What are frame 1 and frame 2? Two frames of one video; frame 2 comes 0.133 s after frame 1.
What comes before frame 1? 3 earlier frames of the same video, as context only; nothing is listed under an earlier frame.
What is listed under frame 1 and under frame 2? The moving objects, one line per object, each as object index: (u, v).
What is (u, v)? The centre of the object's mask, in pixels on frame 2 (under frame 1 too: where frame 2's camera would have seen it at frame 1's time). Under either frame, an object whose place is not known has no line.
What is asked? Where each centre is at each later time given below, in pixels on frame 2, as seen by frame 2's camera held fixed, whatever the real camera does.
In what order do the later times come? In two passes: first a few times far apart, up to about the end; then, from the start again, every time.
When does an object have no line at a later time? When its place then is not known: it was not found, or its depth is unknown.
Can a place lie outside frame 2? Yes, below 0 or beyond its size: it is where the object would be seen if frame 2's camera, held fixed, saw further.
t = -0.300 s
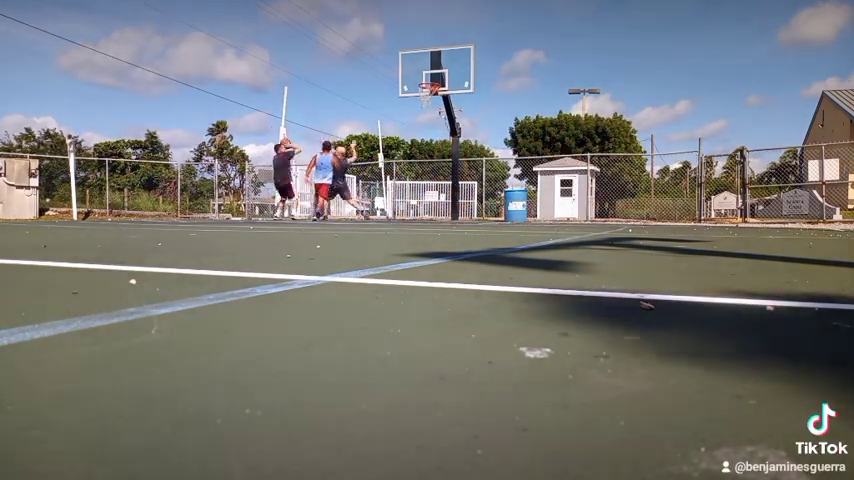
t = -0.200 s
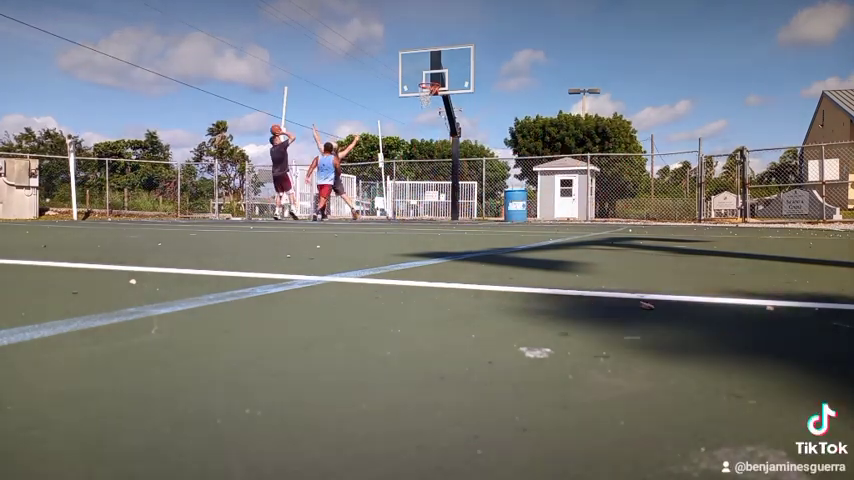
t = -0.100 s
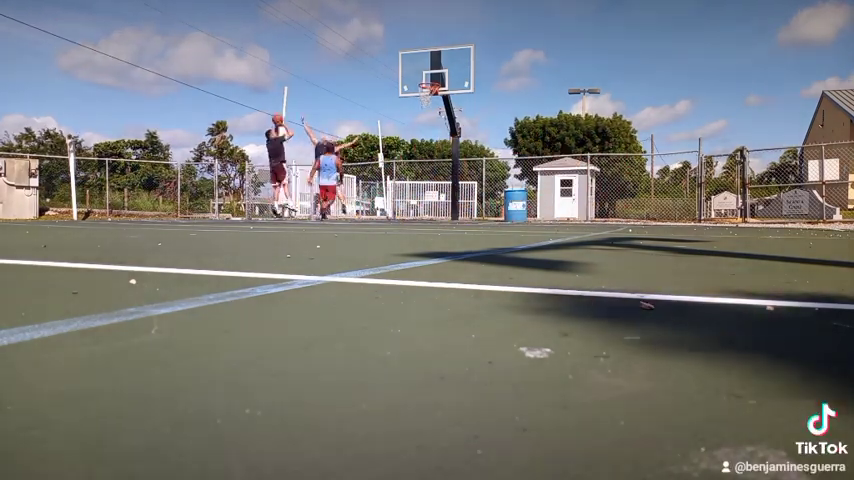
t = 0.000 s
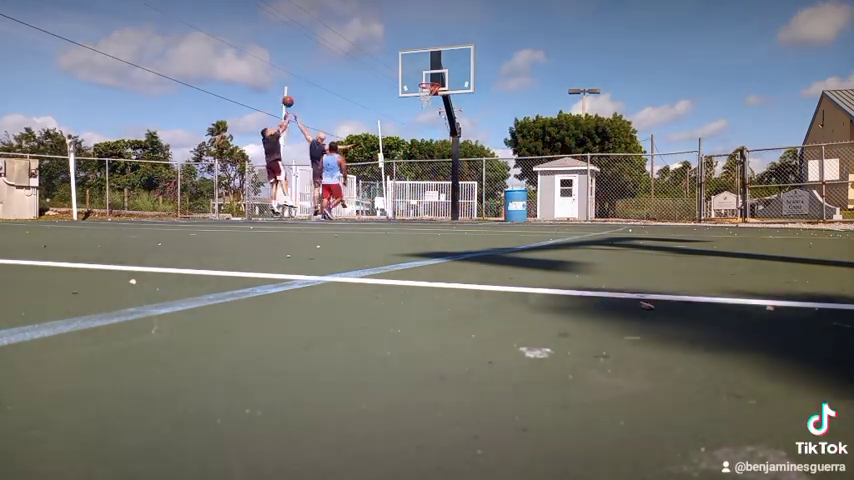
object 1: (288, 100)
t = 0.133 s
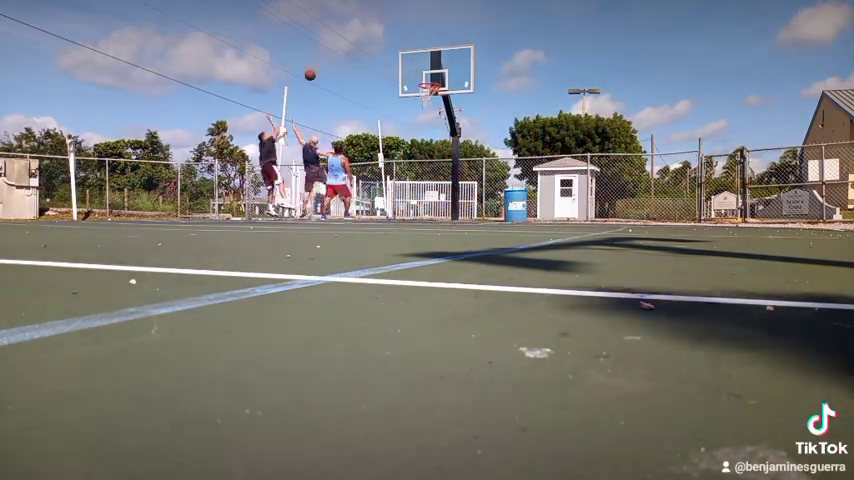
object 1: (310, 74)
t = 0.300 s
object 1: (337, 52)
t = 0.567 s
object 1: (379, 46)
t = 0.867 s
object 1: (424, 76)
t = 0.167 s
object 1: (315, 68)
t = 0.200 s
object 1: (321, 63)
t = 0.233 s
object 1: (326, 58)
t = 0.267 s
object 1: (332, 55)
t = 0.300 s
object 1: (337, 52)
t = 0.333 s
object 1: (343, 50)
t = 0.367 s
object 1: (348, 48)
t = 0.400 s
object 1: (353, 46)
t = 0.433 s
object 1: (359, 45)
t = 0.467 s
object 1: (364, 45)
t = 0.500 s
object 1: (369, 45)
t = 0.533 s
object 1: (375, 45)
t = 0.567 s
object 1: (379, 46)
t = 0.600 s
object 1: (385, 48)
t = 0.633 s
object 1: (390, 49)
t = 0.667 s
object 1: (395, 52)
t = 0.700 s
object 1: (400, 55)
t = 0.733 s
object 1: (405, 58)
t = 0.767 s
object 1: (410, 61)
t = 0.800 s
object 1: (415, 66)
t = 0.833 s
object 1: (420, 71)
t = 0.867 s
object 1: (424, 76)
